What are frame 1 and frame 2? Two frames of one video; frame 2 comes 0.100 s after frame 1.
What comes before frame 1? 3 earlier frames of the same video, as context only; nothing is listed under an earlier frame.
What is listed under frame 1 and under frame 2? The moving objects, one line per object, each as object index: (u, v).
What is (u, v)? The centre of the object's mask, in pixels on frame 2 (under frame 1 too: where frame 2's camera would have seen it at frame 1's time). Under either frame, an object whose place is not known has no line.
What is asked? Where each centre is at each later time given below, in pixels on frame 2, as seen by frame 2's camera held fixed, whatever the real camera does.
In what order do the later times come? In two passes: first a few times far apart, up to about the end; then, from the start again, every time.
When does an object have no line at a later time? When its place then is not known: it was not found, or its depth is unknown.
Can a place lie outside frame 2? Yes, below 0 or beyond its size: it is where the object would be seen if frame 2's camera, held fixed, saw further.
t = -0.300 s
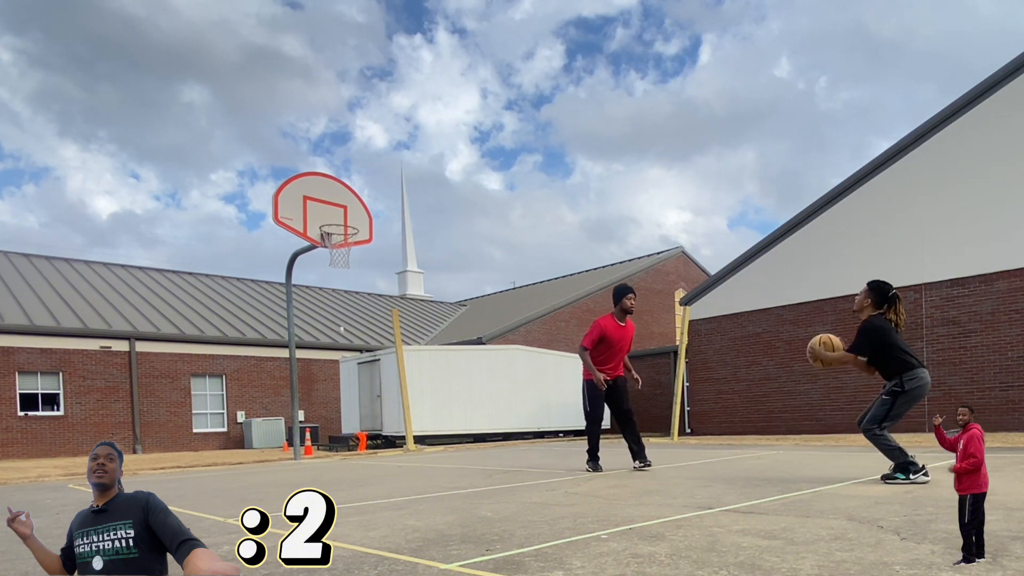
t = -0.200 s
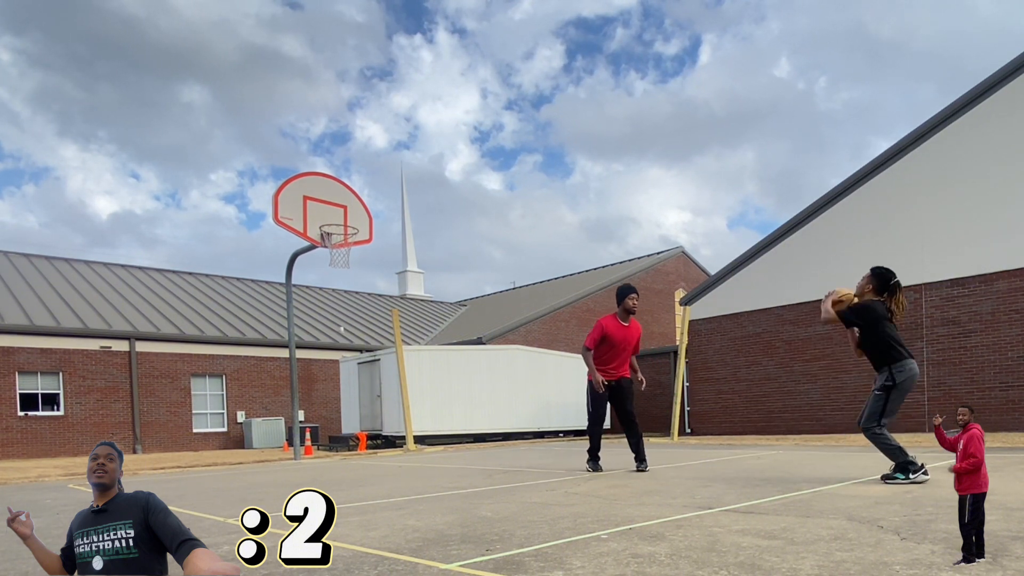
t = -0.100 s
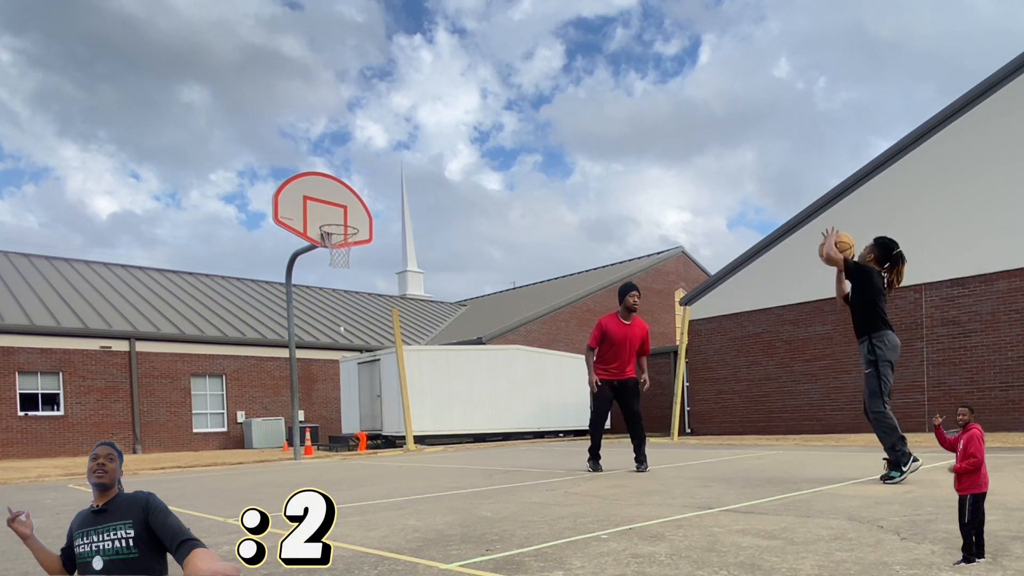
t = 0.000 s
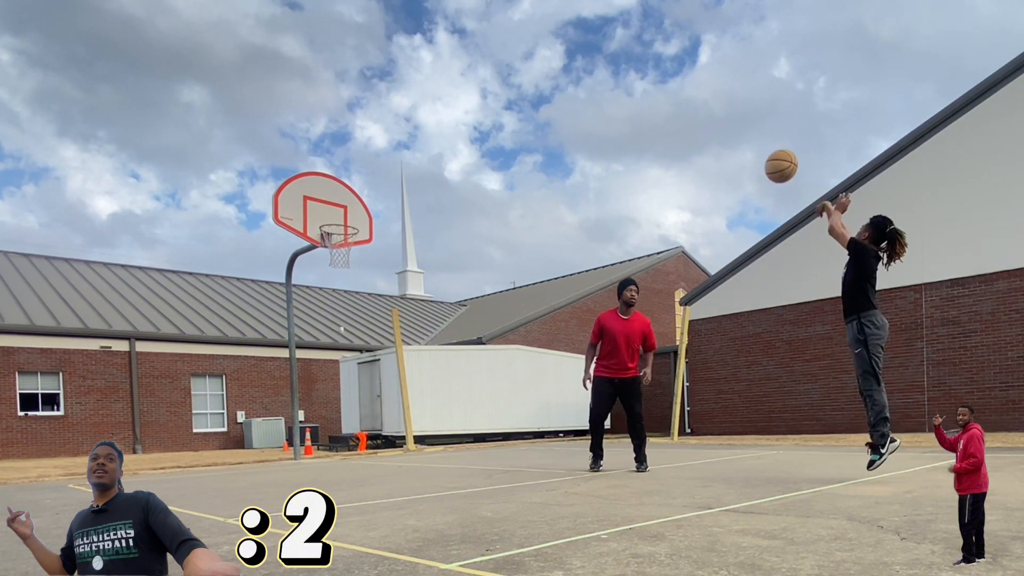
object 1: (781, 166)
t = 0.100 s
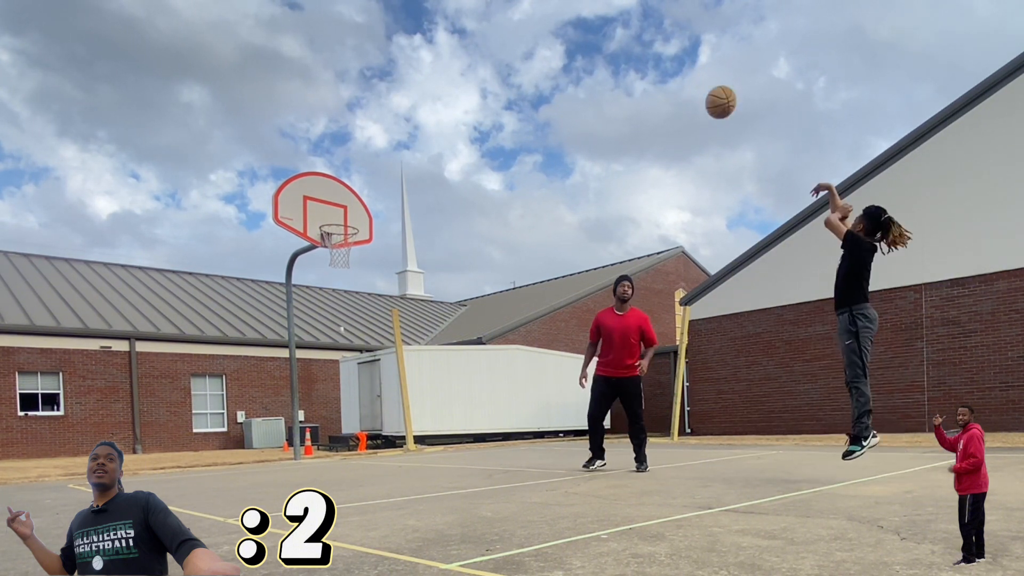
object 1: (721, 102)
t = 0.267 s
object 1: (635, 36)
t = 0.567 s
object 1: (514, 15)
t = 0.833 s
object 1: (435, 68)
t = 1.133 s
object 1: (367, 183)
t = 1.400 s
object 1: (353, 295)
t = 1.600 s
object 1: (356, 403)
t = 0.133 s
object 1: (702, 85)
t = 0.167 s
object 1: (684, 70)
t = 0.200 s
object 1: (667, 57)
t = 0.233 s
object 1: (651, 46)
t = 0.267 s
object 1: (635, 36)
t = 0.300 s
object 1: (619, 29)
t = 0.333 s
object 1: (605, 22)
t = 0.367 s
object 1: (590, 17)
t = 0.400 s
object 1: (576, 14)
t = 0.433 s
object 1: (563, 13)
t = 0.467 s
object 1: (550, 12)
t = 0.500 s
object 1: (538, 12)
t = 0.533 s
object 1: (526, 13)
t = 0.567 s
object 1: (514, 15)
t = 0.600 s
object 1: (503, 19)
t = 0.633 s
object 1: (492, 23)
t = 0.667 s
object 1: (482, 28)
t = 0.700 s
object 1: (472, 35)
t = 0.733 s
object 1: (462, 42)
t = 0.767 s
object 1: (452, 50)
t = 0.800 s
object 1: (443, 59)
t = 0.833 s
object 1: (435, 68)
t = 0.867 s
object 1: (426, 78)
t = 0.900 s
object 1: (418, 89)
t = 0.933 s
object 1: (410, 101)
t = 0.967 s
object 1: (402, 113)
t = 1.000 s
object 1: (395, 126)
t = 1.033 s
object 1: (387, 139)
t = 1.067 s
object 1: (381, 153)
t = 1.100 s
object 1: (374, 168)
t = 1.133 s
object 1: (367, 183)
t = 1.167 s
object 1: (361, 198)
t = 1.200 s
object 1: (355, 214)
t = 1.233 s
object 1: (350, 229)
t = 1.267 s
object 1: (350, 240)
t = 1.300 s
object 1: (351, 253)
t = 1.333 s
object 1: (351, 265)
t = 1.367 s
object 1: (352, 279)
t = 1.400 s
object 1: (353, 295)
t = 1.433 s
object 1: (354, 310)
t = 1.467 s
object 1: (354, 327)
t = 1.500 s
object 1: (355, 344)
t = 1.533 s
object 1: (356, 364)
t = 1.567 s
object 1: (356, 383)
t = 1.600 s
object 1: (356, 403)
